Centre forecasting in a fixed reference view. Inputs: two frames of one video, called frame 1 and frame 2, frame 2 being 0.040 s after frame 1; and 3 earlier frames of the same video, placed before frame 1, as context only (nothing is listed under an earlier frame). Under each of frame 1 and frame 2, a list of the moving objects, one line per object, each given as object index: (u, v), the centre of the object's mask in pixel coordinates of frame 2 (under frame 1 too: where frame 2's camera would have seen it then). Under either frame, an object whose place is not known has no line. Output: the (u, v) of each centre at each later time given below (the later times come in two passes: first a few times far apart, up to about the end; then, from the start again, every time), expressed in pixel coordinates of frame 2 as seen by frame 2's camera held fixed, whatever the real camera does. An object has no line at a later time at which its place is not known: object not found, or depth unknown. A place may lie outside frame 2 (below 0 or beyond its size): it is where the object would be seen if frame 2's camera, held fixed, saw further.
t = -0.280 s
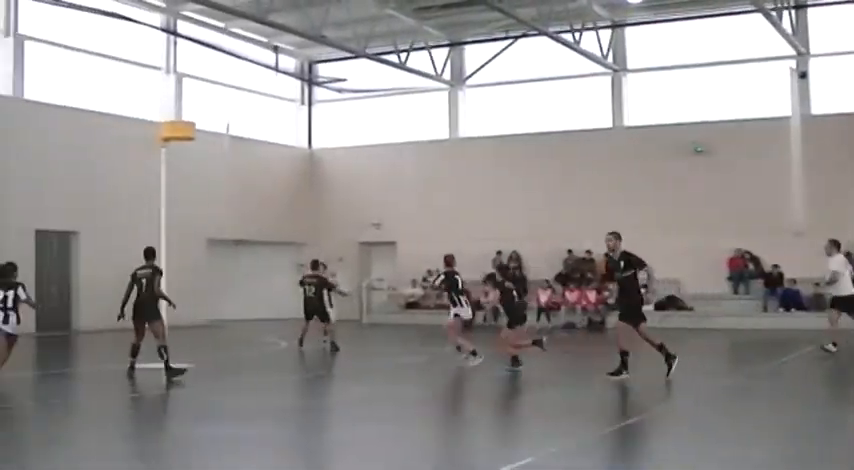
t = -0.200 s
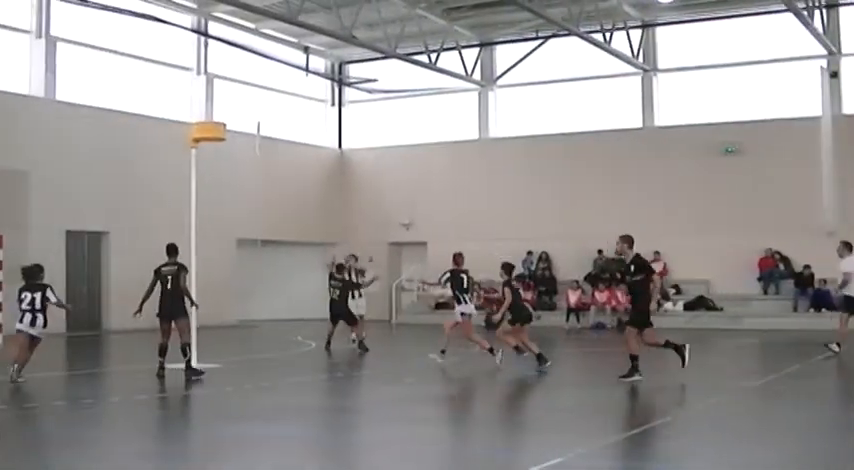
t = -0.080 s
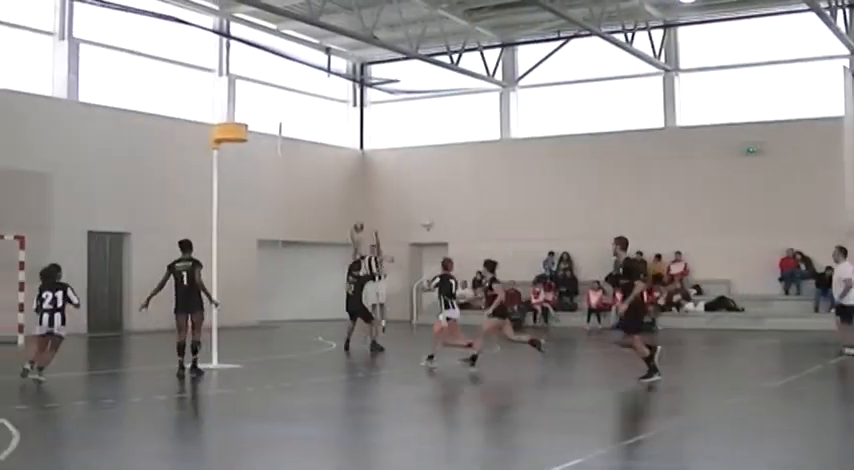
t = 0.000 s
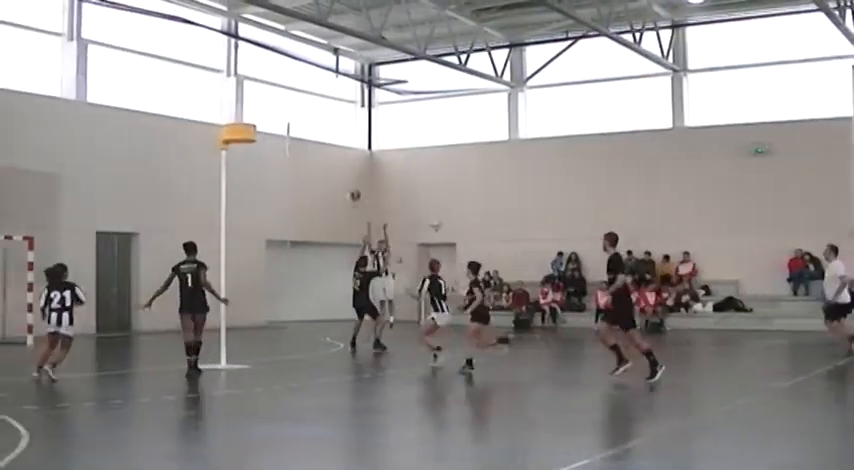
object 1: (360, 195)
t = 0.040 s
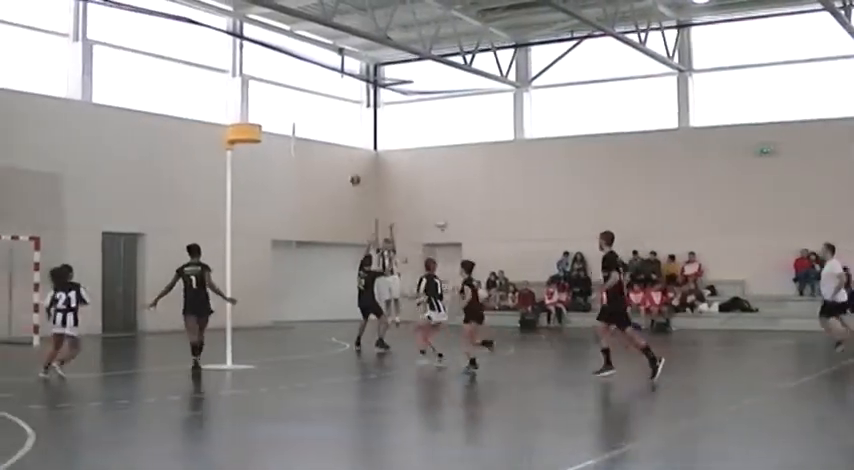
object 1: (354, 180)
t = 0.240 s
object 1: (328, 115)
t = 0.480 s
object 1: (294, 64)
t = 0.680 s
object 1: (261, 44)
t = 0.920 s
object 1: (219, 52)
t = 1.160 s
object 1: (173, 98)
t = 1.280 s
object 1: (149, 138)
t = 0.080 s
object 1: (350, 165)
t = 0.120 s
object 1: (344, 151)
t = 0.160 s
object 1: (339, 139)
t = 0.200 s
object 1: (334, 126)
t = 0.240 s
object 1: (328, 115)
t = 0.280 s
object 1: (323, 104)
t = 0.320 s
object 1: (317, 95)
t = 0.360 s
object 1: (312, 86)
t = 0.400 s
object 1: (306, 77)
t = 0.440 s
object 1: (300, 70)
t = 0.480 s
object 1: (294, 64)
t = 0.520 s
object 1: (288, 58)
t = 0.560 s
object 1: (281, 54)
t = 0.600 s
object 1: (275, 50)
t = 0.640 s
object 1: (268, 47)
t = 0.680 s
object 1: (261, 44)
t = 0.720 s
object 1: (255, 43)
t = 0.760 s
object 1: (247, 43)
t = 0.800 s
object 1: (241, 44)
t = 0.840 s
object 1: (234, 45)
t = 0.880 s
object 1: (227, 48)
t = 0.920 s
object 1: (219, 52)
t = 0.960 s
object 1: (211, 57)
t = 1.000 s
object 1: (204, 63)
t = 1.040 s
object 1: (196, 70)
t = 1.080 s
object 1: (188, 78)
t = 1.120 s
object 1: (181, 88)
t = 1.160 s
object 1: (173, 98)
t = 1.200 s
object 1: (165, 111)
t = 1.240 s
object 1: (157, 124)
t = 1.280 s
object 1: (149, 138)
